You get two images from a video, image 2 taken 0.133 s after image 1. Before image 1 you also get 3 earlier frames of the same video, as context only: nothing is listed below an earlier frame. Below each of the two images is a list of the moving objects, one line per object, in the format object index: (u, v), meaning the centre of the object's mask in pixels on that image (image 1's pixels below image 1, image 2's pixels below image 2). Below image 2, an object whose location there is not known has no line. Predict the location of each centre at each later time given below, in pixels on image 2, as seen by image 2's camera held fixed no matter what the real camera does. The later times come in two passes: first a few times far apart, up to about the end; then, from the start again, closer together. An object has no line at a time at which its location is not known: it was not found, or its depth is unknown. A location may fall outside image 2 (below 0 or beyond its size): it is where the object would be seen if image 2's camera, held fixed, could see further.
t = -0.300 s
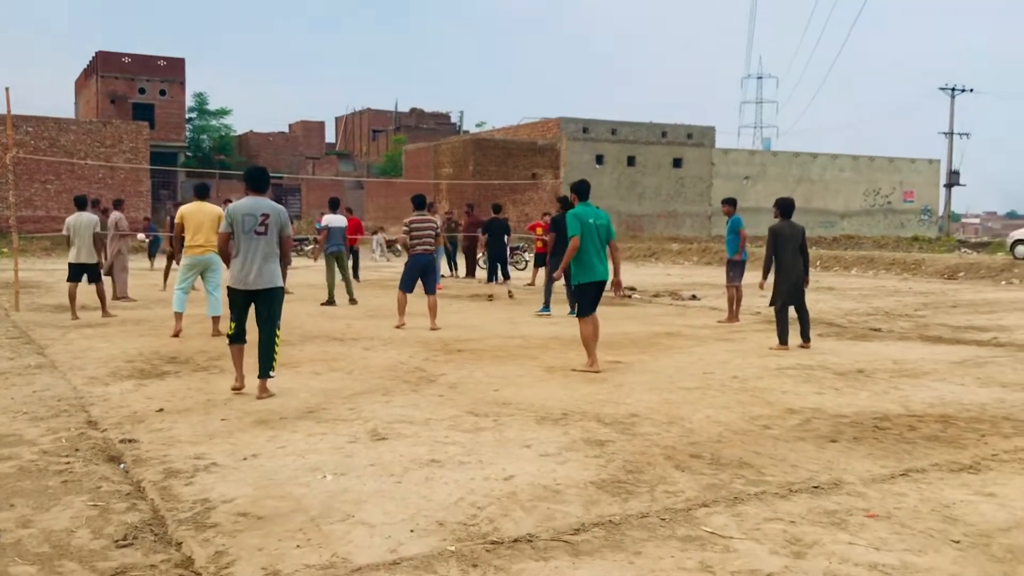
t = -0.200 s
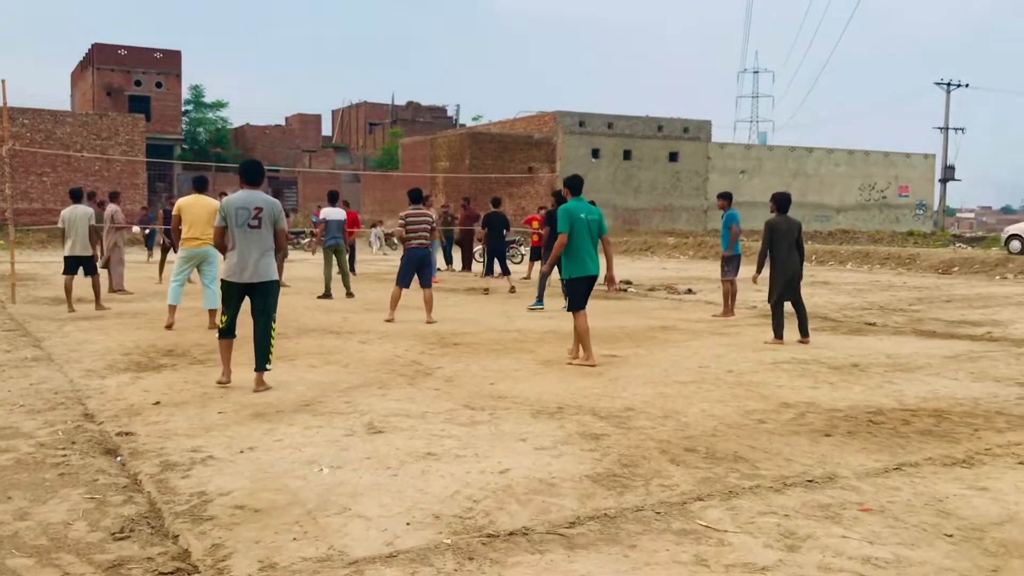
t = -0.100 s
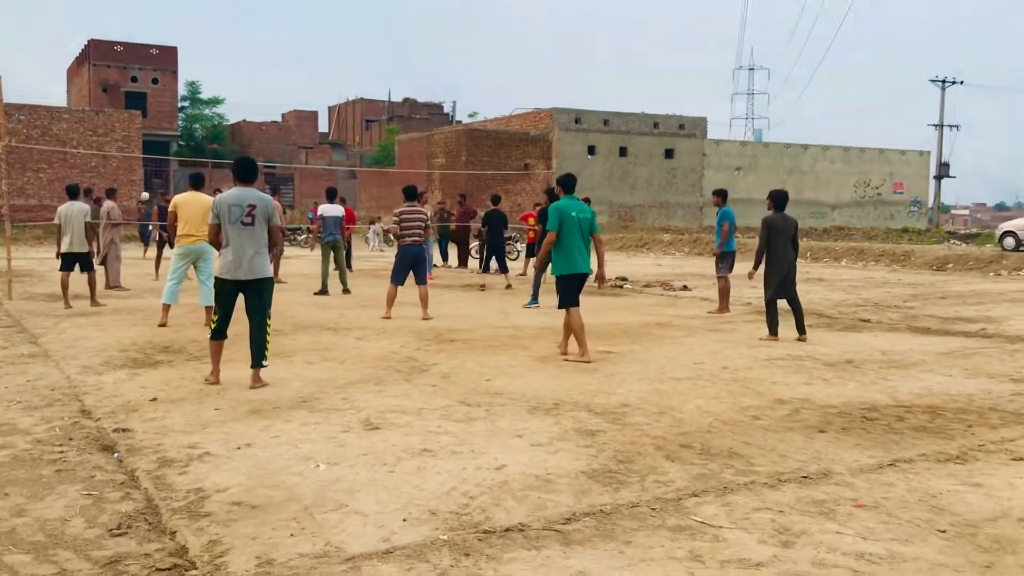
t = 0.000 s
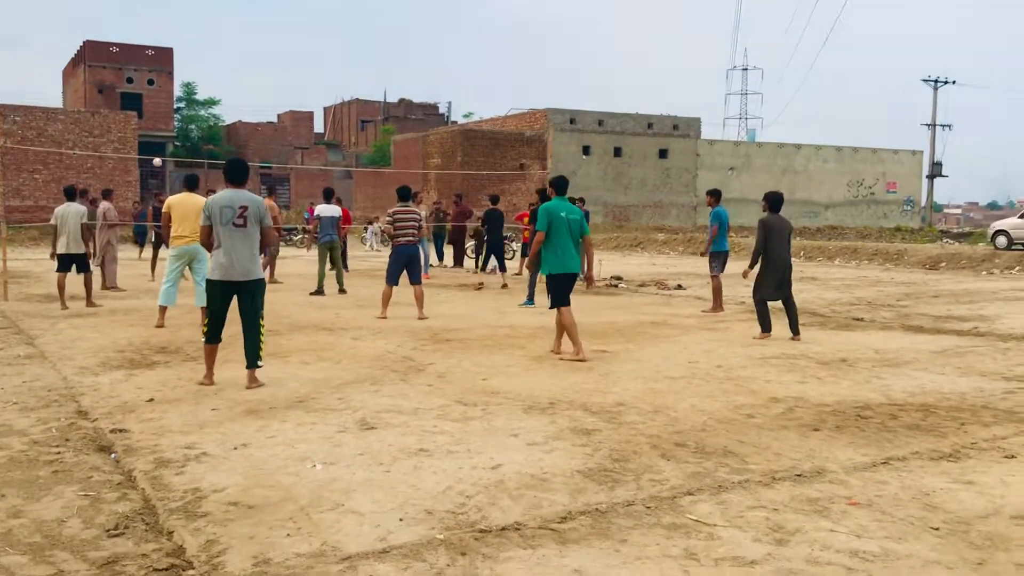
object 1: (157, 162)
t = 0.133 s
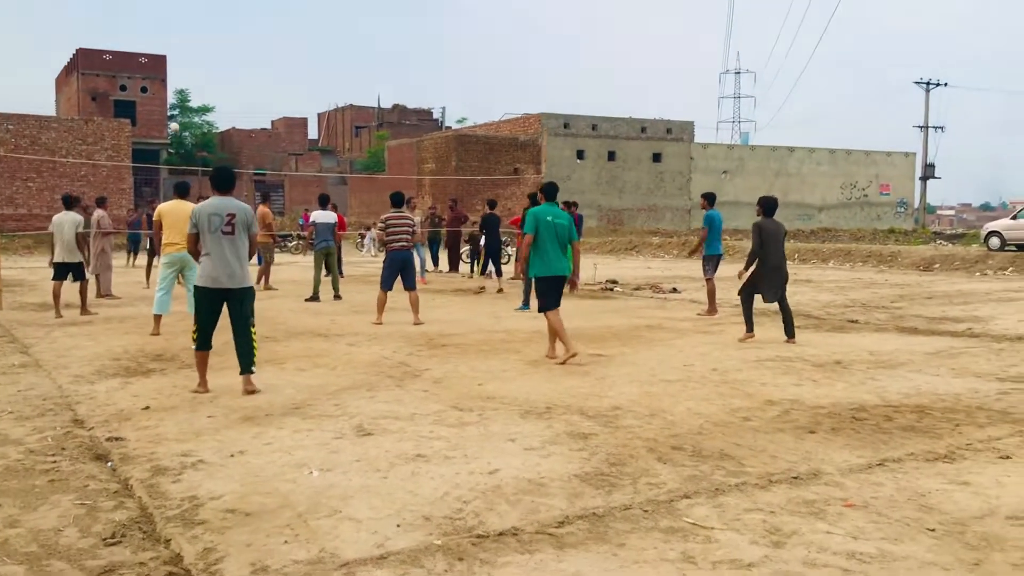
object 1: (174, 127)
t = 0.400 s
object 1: (228, 59)
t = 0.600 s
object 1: (280, 24)
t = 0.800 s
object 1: (342, 5)
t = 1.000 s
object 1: (413, 10)
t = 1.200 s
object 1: (496, 46)
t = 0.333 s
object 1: (213, 75)
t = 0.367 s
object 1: (221, 66)
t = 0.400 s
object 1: (228, 59)
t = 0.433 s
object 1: (235, 52)
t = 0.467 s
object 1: (243, 45)
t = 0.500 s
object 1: (251, 39)
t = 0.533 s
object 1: (261, 34)
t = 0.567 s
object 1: (270, 29)
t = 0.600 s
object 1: (280, 24)
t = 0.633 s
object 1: (290, 20)
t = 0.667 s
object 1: (300, 16)
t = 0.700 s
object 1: (310, 13)
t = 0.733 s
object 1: (320, 9)
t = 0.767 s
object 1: (330, 7)
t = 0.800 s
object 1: (342, 5)
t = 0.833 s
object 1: (352, 4)
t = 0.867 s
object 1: (364, 4)
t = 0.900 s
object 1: (375, 4)
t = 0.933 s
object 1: (387, 5)
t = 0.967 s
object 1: (400, 7)
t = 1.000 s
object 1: (413, 10)
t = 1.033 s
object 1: (426, 13)
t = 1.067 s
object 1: (439, 18)
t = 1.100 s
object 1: (453, 22)
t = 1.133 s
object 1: (467, 29)
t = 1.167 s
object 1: (481, 37)
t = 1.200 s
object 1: (496, 46)
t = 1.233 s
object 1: (512, 56)
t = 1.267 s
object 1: (529, 69)
